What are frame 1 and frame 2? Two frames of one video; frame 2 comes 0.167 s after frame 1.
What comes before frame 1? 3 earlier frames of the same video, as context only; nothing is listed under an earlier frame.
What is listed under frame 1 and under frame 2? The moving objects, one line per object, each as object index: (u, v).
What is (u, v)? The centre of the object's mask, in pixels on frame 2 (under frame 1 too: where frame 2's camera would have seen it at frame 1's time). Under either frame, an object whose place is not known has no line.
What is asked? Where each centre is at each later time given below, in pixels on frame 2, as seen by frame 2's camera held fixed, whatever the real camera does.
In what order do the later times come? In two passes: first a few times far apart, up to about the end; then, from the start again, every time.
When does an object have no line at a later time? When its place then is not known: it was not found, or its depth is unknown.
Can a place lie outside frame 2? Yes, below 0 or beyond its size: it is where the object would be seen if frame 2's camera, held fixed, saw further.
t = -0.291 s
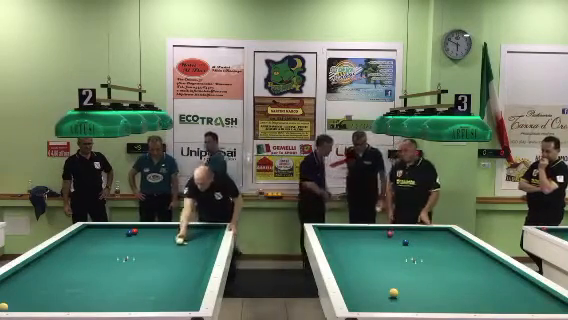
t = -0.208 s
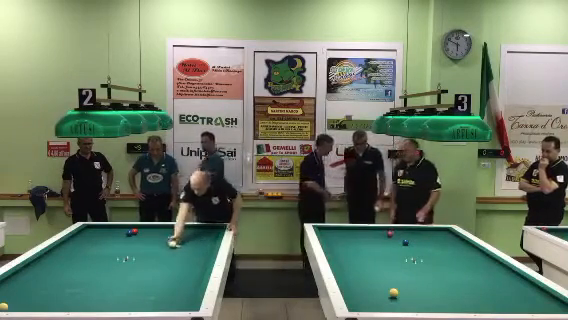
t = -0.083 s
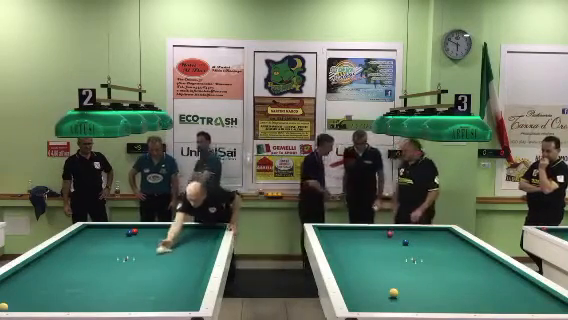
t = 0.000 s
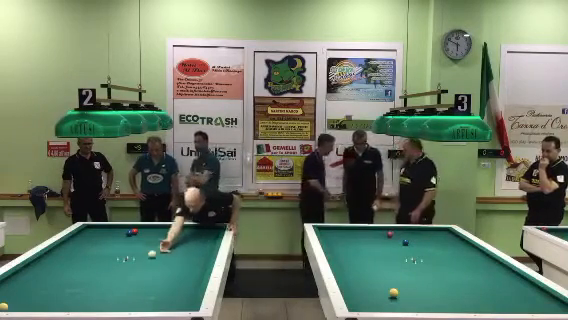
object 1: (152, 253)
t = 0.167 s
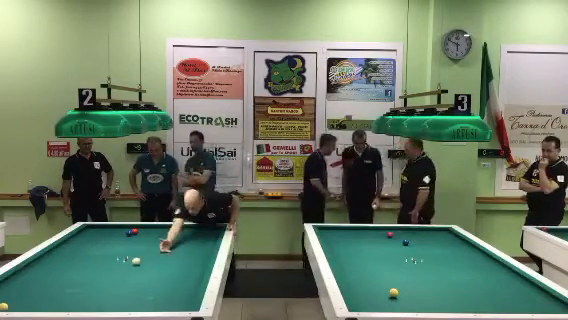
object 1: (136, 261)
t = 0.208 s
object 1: (132, 262)
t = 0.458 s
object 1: (107, 273)
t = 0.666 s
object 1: (84, 284)
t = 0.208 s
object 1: (132, 262)
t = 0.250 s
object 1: (128, 264)
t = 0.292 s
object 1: (124, 266)
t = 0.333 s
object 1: (120, 268)
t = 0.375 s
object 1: (116, 270)
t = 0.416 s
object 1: (112, 271)
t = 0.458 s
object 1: (107, 273)
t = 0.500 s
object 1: (102, 276)
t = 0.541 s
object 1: (98, 277)
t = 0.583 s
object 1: (93, 279)
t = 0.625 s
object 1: (88, 282)
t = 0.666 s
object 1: (84, 284)
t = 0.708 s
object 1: (78, 286)
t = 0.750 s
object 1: (73, 288)
